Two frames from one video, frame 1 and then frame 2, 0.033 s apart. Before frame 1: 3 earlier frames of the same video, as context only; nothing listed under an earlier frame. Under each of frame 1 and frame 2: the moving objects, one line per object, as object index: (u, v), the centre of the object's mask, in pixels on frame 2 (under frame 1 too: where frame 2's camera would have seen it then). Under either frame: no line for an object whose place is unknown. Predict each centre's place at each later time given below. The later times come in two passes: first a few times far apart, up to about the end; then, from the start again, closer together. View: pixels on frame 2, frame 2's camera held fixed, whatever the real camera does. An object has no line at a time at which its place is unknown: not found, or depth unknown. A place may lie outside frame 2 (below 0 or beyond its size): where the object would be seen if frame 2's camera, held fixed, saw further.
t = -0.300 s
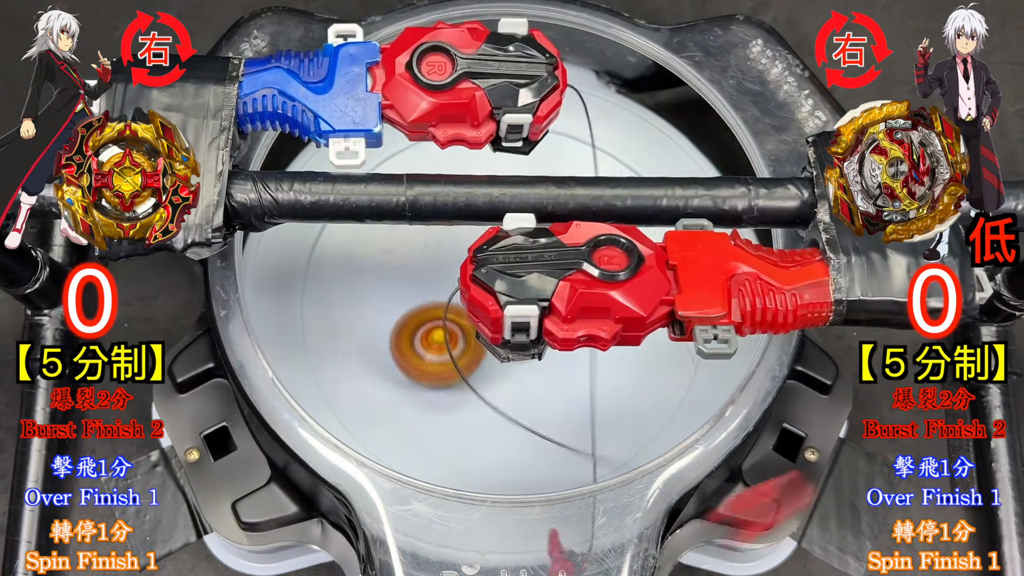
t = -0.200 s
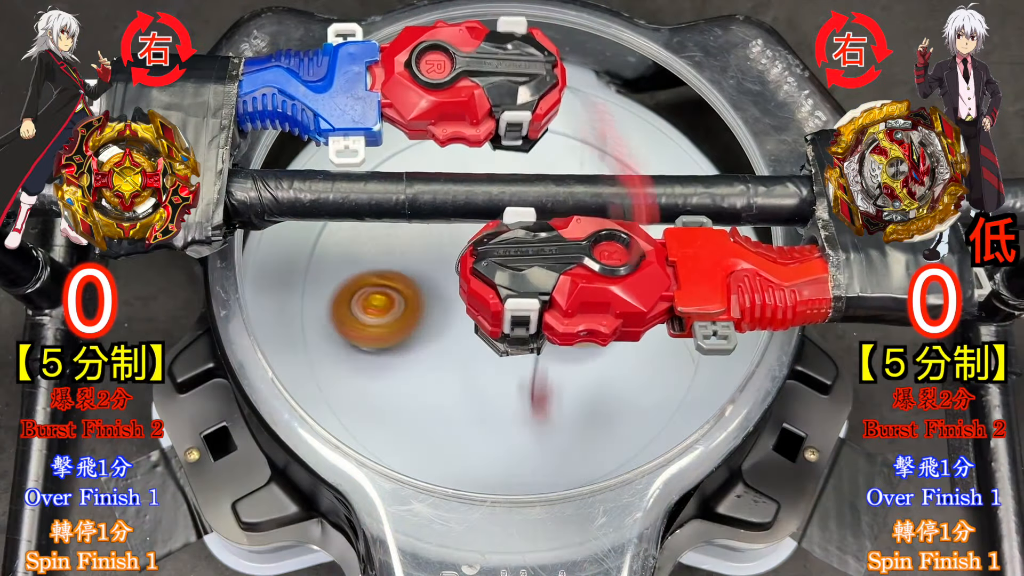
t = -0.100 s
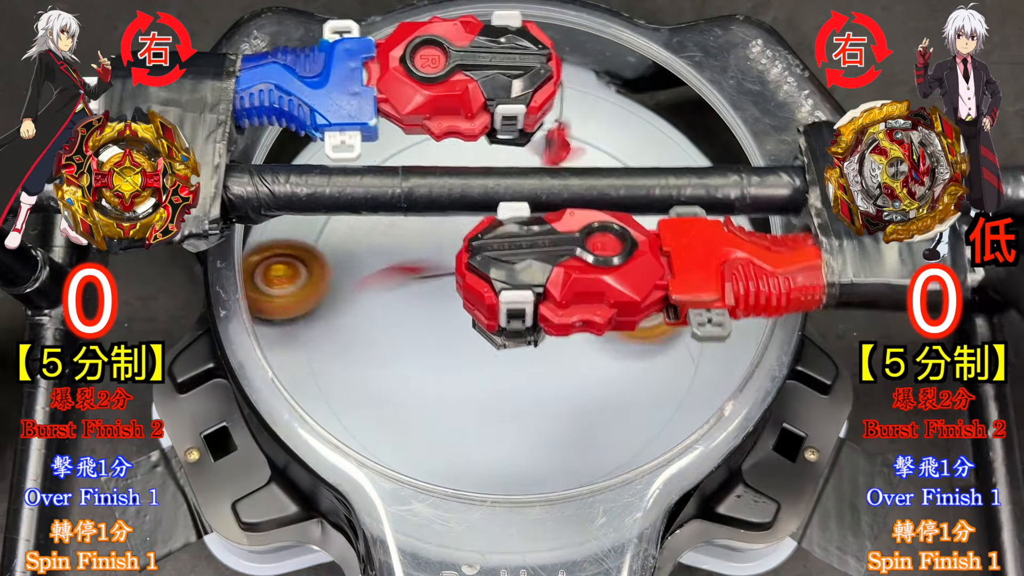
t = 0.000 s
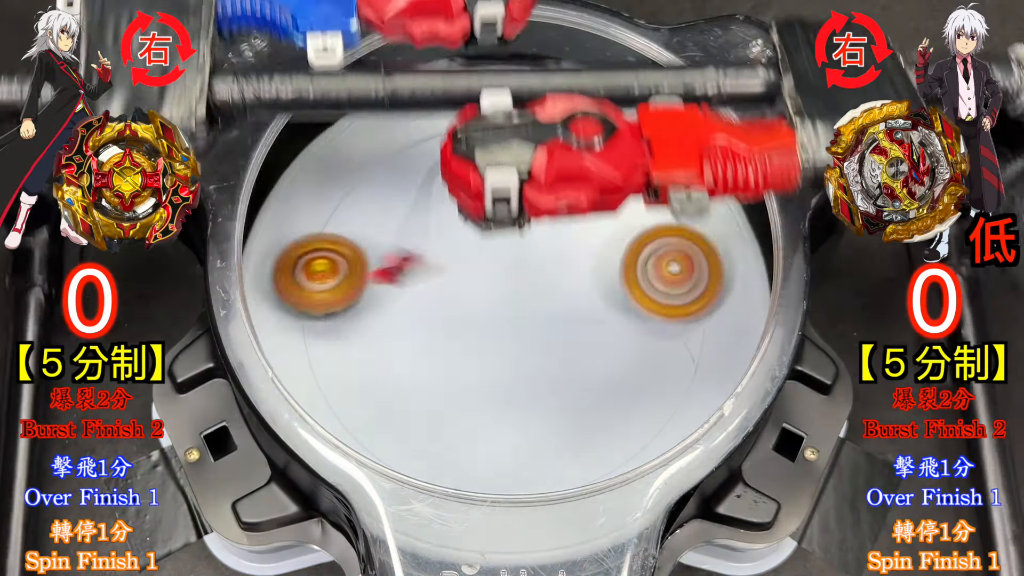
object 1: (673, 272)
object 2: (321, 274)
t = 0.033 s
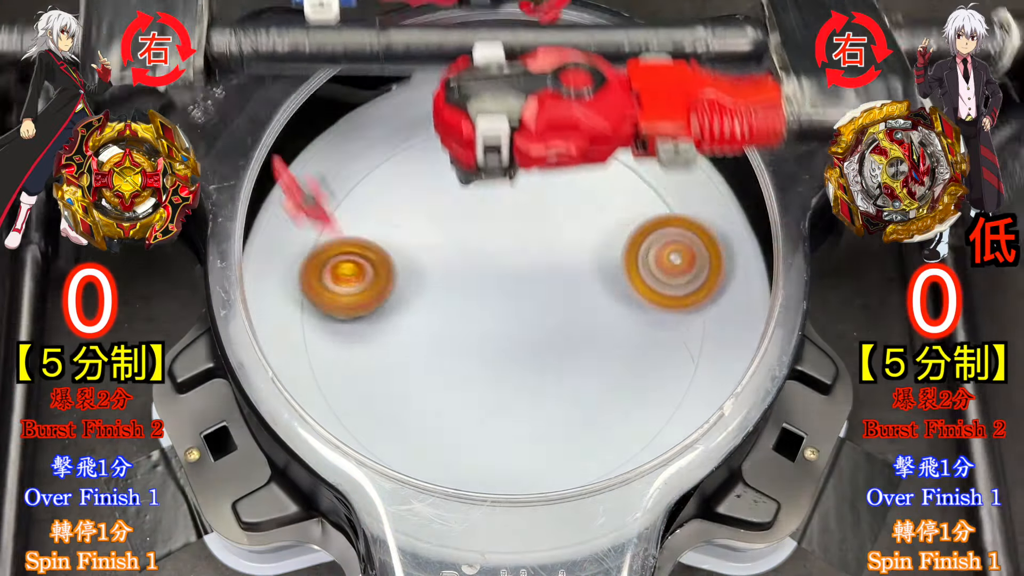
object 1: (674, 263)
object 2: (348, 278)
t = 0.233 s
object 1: (604, 199)
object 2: (530, 303)
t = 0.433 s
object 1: (493, 205)
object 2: (606, 295)
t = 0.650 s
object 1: (462, 336)
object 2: (528, 253)
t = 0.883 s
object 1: (598, 426)
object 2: (378, 227)
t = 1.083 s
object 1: (700, 327)
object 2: (330, 339)
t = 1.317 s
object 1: (594, 163)
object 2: (536, 423)
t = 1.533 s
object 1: (377, 226)
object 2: (652, 240)
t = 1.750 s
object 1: (377, 427)
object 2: (462, 111)
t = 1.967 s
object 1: (622, 436)
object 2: (308, 285)
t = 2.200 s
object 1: (669, 204)
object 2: (539, 456)
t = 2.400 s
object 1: (476, 136)
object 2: (709, 289)
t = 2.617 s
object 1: (311, 302)
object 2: (477, 113)
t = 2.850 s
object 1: (504, 482)
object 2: (386, 431)
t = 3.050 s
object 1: (727, 291)
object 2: (620, 466)
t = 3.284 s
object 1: (542, 98)
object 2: (682, 245)
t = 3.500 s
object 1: (300, 175)
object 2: (483, 93)
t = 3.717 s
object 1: (476, 329)
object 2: (282, 260)
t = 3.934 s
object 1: (703, 345)
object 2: (512, 478)
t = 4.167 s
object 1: (604, 218)
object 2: (731, 289)
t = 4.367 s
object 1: (426, 171)
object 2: (593, 117)
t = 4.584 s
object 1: (336, 351)
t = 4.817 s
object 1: (658, 410)
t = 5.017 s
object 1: (630, 328)
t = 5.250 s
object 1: (483, 266)
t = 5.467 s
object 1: (473, 383)
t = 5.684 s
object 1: (594, 438)
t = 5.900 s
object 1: (667, 374)
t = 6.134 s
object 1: (621, 285)
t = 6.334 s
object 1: (511, 274)
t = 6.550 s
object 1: (467, 258)
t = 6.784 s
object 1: (447, 319)
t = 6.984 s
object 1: (549, 300)
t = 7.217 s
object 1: (624, 252)
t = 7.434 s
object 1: (608, 197)
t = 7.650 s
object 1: (543, 169)
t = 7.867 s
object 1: (617, 193)
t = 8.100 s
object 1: (546, 274)
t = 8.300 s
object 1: (501, 311)
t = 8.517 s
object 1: (516, 345)
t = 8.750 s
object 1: (521, 348)
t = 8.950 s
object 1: (516, 343)
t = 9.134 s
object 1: (503, 338)
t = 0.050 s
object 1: (673, 258)
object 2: (363, 279)
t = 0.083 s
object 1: (668, 248)
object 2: (393, 283)
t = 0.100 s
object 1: (664, 243)
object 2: (410, 285)
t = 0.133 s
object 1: (653, 231)
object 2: (443, 290)
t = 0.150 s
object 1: (645, 227)
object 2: (458, 293)
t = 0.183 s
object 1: (630, 215)
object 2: (489, 297)
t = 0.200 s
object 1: (622, 209)
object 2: (503, 299)
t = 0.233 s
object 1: (604, 199)
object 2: (530, 303)
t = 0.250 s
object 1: (596, 195)
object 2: (542, 303)
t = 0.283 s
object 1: (577, 189)
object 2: (563, 304)
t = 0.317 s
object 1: (558, 186)
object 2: (580, 304)
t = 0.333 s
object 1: (548, 186)
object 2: (588, 304)
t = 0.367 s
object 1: (529, 189)
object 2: (597, 301)
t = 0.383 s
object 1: (519, 192)
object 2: (602, 301)
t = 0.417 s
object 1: (501, 200)
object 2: (606, 297)
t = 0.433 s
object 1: (493, 205)
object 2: (606, 295)
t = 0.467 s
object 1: (479, 218)
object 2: (603, 289)
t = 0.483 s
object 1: (473, 225)
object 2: (600, 288)
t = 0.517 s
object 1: (463, 244)
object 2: (591, 281)
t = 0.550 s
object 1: (457, 264)
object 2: (578, 276)
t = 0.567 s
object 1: (455, 276)
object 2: (571, 275)
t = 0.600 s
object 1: (455, 300)
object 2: (554, 264)
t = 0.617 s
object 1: (456, 311)
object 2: (547, 262)
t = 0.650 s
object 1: (462, 336)
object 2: (528, 253)
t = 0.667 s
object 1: (467, 348)
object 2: (518, 248)
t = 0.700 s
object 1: (479, 371)
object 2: (496, 240)
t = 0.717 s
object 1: (487, 382)
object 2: (485, 235)
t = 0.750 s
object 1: (505, 400)
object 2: (462, 227)
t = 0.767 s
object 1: (515, 408)
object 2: (450, 224)
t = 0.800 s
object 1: (537, 420)
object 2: (428, 221)
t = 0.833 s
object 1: (561, 426)
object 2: (408, 220)
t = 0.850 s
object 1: (574, 428)
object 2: (397, 223)
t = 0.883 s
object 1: (598, 426)
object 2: (378, 227)
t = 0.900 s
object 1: (610, 424)
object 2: (369, 231)
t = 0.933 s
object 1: (632, 415)
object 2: (353, 242)
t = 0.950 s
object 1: (642, 409)
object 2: (346, 249)
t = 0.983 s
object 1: (662, 394)
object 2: (335, 266)
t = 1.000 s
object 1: (670, 385)
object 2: (330, 276)
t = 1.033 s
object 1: (685, 364)
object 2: (325, 300)
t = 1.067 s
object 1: (696, 340)
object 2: (327, 325)
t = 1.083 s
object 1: (700, 327)
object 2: (330, 339)
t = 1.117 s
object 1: (703, 299)
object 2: (341, 365)
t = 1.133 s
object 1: (703, 284)
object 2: (351, 377)
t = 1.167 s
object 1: (695, 256)
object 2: (373, 401)
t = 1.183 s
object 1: (689, 242)
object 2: (386, 410)
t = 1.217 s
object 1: (673, 217)
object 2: (419, 424)
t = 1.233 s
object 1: (663, 205)
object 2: (438, 429)
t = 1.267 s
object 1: (640, 185)
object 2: (477, 433)
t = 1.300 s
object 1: (611, 169)
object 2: (517, 429)
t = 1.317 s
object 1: (594, 163)
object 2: (536, 423)
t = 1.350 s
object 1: (560, 157)
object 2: (574, 406)
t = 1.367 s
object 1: (542, 156)
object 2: (592, 394)
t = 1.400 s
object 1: (505, 158)
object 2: (623, 368)
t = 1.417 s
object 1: (487, 161)
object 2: (637, 353)
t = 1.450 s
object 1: (452, 172)
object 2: (658, 319)
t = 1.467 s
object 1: (434, 180)
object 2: (666, 303)
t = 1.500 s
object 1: (403, 201)
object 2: (669, 272)
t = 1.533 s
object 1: (377, 226)
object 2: (652, 240)
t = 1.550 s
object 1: (367, 239)
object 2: (642, 227)
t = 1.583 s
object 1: (349, 270)
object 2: (620, 200)
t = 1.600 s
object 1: (343, 286)
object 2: (608, 188)
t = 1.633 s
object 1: (335, 320)
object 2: (580, 162)
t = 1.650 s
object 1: (335, 338)
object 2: (565, 152)
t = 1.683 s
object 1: (339, 373)
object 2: (532, 132)
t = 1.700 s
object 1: (345, 388)
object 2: (514, 125)
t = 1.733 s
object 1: (365, 415)
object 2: (479, 112)
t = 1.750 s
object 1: (377, 427)
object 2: (462, 111)
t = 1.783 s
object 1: (409, 445)
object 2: (429, 122)
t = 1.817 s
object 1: (446, 457)
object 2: (399, 144)
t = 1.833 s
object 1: (462, 478)
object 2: (385, 157)
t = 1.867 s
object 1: (505, 485)
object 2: (357, 183)
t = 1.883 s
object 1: (527, 484)
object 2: (345, 198)
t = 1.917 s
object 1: (568, 472)
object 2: (322, 228)
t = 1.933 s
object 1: (587, 464)
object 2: (314, 246)
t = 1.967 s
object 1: (622, 436)
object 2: (308, 285)
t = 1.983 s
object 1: (638, 425)
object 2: (310, 307)
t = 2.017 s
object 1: (666, 398)
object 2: (324, 349)
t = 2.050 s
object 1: (689, 365)
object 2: (348, 386)
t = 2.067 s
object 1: (698, 348)
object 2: (365, 403)
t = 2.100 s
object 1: (702, 308)
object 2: (402, 429)
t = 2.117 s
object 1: (700, 290)
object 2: (423, 440)
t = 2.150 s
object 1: (693, 252)
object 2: (468, 452)
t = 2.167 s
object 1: (687, 236)
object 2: (491, 456)
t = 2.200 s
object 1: (669, 204)
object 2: (539, 456)
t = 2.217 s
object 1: (658, 191)
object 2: (561, 453)
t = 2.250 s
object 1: (632, 167)
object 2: (606, 439)
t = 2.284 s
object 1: (601, 149)
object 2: (645, 418)
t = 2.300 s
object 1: (584, 143)
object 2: (664, 405)
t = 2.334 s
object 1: (549, 134)
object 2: (693, 372)
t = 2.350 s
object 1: (531, 132)
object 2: (703, 353)
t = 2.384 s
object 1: (494, 134)
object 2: (711, 312)
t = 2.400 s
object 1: (476, 136)
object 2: (709, 289)
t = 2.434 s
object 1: (440, 146)
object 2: (696, 244)
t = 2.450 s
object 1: (423, 154)
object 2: (687, 223)
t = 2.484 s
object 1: (391, 173)
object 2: (664, 181)
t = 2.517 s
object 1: (363, 199)
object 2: (629, 148)
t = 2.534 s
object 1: (351, 214)
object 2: (607, 137)
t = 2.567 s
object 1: (330, 247)
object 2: (559, 120)
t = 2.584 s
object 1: (322, 265)
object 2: (532, 115)
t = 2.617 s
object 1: (311, 302)
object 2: (477, 113)
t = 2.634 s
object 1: (309, 322)
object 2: (450, 121)
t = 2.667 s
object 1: (316, 356)
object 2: (396, 144)
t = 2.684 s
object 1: (326, 373)
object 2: (371, 160)
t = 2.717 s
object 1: (353, 403)
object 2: (332, 206)
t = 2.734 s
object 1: (369, 417)
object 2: (318, 234)
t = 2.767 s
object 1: (403, 440)
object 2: (305, 296)
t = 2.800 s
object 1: (442, 455)
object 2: (319, 357)
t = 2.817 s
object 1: (459, 476)
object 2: (337, 385)
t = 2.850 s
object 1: (504, 482)
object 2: (386, 431)
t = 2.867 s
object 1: (527, 477)
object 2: (415, 447)
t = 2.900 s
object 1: (579, 466)
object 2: (465, 473)
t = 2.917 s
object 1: (602, 445)
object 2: (483, 479)
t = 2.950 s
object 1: (651, 415)
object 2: (521, 493)
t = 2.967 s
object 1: (673, 395)
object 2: (540, 492)
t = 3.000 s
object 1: (704, 355)
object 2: (575, 489)
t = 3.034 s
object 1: (724, 314)
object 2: (604, 474)
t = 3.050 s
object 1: (727, 291)
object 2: (620, 466)
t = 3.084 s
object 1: (720, 249)
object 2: (651, 447)
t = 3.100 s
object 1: (710, 229)
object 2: (654, 425)
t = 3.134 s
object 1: (688, 192)
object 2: (675, 401)
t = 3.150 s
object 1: (676, 176)
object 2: (685, 388)
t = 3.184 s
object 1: (648, 145)
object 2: (700, 357)
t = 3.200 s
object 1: (632, 133)
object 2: (702, 339)
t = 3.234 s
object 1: (600, 113)
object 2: (698, 303)
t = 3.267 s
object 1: (562, 100)
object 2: (689, 265)
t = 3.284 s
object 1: (542, 98)
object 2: (682, 245)
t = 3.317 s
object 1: (501, 98)
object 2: (665, 210)
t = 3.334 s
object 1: (481, 100)
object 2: (655, 194)
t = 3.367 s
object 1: (439, 106)
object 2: (629, 163)
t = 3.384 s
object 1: (419, 111)
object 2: (614, 148)
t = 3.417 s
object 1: (381, 124)
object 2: (582, 124)
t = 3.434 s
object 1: (361, 133)
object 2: (564, 114)
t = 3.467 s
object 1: (326, 151)
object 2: (525, 101)
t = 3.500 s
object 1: (300, 175)
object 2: (483, 93)
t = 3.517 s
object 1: (290, 187)
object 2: (463, 89)
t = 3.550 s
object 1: (265, 213)
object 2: (424, 98)
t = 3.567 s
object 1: (278, 233)
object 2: (407, 111)
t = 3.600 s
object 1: (308, 255)
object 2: (374, 137)
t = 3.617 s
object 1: (332, 267)
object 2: (357, 152)
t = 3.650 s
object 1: (379, 289)
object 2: (327, 185)
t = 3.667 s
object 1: (404, 301)
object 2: (313, 202)
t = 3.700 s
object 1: (452, 320)
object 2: (289, 240)
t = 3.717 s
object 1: (476, 329)
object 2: (282, 260)
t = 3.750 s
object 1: (523, 344)
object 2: (287, 302)
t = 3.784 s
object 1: (566, 353)
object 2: (309, 346)
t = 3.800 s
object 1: (587, 357)
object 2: (323, 368)
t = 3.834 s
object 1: (625, 361)
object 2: (362, 406)
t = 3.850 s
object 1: (642, 361)
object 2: (384, 423)
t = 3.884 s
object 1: (672, 358)
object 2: (434, 449)
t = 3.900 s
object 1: (684, 355)
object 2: (459, 457)
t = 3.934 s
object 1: (703, 345)
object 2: (512, 478)
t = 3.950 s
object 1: (706, 339)
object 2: (539, 481)
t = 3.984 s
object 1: (702, 325)
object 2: (590, 475)
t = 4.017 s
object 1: (693, 307)
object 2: (640, 464)
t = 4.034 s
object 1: (687, 298)
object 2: (656, 445)
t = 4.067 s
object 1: (671, 278)
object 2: (681, 404)
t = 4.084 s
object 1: (661, 269)
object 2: (695, 387)
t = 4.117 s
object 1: (640, 248)
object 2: (717, 350)
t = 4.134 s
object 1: (629, 238)
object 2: (725, 330)
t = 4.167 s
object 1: (604, 218)
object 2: (731, 289)
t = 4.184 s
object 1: (590, 208)
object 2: (728, 268)
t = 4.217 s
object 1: (562, 192)
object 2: (715, 226)
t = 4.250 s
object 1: (532, 179)
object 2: (696, 188)
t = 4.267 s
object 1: (517, 174)
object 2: (685, 170)
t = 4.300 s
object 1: (486, 168)
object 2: (661, 138)
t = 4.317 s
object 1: (470, 166)
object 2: (647, 123)
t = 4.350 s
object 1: (441, 168)
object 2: (615, 110)
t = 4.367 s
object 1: (426, 171)
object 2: (593, 117)
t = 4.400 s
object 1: (399, 181)
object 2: (547, 134)
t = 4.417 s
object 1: (387, 189)
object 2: (525, 141)
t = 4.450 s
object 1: (363, 205)
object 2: (479, 163)
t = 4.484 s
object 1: (344, 226)
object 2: (438, 184)
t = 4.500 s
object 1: (328, 240)
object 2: (430, 196)
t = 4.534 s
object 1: (282, 273)
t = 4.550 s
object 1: (294, 297)
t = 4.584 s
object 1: (336, 351)
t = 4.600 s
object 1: (360, 379)
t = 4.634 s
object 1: (412, 419)
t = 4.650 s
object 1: (439, 435)
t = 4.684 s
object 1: (493, 454)
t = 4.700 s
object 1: (520, 470)
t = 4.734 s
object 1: (573, 481)
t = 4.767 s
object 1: (610, 445)
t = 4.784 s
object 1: (628, 436)
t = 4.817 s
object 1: (658, 410)
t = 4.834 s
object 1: (671, 397)
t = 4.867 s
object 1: (691, 365)
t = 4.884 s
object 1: (698, 354)
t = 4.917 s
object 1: (689, 351)
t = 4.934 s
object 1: (680, 347)
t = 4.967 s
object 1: (662, 341)
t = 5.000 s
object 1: (641, 332)
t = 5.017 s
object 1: (630, 328)
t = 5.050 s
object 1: (607, 317)
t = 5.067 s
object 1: (595, 312)
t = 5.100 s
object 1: (572, 301)
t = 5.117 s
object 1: (561, 297)
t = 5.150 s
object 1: (540, 287)
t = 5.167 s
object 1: (529, 282)
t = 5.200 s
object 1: (509, 274)
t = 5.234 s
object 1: (491, 268)
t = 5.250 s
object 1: (483, 266)
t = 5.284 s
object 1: (467, 265)
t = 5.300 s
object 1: (461, 265)
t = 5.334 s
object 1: (455, 290)
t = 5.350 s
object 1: (454, 303)
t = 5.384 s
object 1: (455, 329)
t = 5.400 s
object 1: (456, 342)
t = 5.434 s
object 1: (463, 364)
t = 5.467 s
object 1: (473, 383)
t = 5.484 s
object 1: (480, 393)
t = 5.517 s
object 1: (496, 410)
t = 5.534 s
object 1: (504, 416)
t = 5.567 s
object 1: (523, 428)
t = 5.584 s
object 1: (533, 433)
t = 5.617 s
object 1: (553, 439)
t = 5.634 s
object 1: (564, 440)
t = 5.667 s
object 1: (585, 439)
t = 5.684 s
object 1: (594, 438)
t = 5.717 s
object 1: (614, 433)
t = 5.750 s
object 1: (631, 426)
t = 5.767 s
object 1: (638, 422)
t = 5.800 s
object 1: (652, 411)
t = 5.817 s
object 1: (657, 406)
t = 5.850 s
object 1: (664, 394)
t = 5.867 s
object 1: (667, 387)
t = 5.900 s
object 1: (667, 374)
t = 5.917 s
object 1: (667, 366)
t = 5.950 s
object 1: (673, 350)
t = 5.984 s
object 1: (673, 336)
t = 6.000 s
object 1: (671, 329)
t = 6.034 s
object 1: (663, 315)
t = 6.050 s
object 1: (658, 309)
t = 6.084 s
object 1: (644, 299)
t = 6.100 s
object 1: (638, 294)
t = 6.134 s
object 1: (621, 285)
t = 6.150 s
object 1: (612, 282)
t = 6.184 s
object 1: (593, 277)
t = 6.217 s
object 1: (575, 274)
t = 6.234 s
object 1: (565, 273)
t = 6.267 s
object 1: (545, 272)
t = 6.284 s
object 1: (535, 273)
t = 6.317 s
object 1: (515, 277)
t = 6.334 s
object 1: (511, 274)
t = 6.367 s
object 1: (509, 264)
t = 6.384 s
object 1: (506, 260)
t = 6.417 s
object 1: (502, 255)
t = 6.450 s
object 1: (495, 251)
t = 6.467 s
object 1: (491, 250)
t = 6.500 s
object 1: (482, 252)
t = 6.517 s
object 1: (477, 253)
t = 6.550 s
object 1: (467, 258)
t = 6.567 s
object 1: (460, 261)
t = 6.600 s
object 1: (449, 271)
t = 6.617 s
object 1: (442, 276)
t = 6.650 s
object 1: (430, 287)
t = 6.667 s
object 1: (424, 295)
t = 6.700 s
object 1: (416, 309)
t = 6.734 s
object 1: (411, 322)
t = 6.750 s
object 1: (422, 321)
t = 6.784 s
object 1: (447, 319)
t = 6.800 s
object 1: (459, 316)
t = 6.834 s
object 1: (481, 313)
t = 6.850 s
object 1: (491, 312)
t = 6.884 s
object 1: (510, 309)
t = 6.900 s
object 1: (518, 307)
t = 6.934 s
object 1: (533, 304)
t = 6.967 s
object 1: (544, 301)
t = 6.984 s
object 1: (549, 300)
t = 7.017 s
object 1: (555, 297)
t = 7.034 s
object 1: (557, 294)
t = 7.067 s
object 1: (560, 290)
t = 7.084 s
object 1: (564, 287)
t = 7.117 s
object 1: (569, 280)
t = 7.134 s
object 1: (571, 277)
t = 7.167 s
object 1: (596, 266)
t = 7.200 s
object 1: (616, 257)
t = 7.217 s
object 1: (624, 252)
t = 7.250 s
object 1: (636, 243)
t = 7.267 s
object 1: (640, 238)
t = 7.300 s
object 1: (643, 229)
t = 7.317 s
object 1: (642, 225)
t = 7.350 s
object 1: (637, 217)
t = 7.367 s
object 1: (632, 213)
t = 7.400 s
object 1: (622, 205)
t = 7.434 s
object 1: (608, 197)
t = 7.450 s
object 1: (601, 193)
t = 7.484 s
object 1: (585, 185)
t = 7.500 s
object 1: (577, 182)
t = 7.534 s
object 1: (562, 177)
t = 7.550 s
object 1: (554, 175)
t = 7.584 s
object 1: (540, 175)
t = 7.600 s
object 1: (534, 175)
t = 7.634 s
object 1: (530, 175)
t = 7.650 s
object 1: (543, 169)
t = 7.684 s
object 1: (566, 165)
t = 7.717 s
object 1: (585, 162)
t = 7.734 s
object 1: (593, 163)
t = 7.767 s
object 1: (607, 167)
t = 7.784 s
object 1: (610, 170)
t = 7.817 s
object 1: (617, 177)
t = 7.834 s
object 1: (617, 183)
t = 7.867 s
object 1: (617, 193)
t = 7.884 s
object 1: (614, 198)
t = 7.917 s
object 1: (609, 210)
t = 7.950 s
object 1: (600, 222)
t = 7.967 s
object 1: (595, 227)
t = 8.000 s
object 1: (583, 239)
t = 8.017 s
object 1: (577, 245)
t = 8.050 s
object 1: (564, 257)
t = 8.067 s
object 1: (558, 263)
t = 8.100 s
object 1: (546, 274)
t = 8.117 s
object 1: (541, 279)
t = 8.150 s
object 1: (530, 288)
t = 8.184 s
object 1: (521, 297)
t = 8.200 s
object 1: (518, 301)
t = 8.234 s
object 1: (511, 304)
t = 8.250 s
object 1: (508, 306)
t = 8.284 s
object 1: (503, 308)
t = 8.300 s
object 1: (501, 311)
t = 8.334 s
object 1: (500, 315)
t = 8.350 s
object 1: (500, 318)
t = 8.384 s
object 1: (503, 323)
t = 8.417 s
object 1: (507, 330)
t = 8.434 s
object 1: (509, 333)
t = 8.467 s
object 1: (515, 340)
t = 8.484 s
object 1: (516, 342)
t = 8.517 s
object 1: (516, 345)
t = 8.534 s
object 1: (515, 346)
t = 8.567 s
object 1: (515, 349)
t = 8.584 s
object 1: (515, 349)
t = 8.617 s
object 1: (516, 350)
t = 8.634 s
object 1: (516, 351)
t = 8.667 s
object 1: (518, 350)
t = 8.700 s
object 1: (519, 349)
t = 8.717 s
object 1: (520, 349)
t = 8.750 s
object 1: (521, 348)
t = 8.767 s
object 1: (521, 347)
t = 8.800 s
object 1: (521, 347)
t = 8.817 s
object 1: (521, 346)
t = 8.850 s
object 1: (521, 345)
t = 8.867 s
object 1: (521, 345)
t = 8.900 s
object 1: (521, 342)
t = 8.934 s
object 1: (519, 343)
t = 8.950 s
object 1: (516, 343)
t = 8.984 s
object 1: (513, 344)
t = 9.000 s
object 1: (511, 343)
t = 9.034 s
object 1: (508, 342)
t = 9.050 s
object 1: (507, 342)
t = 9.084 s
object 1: (505, 340)
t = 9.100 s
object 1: (504, 339)
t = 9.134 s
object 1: (503, 338)
